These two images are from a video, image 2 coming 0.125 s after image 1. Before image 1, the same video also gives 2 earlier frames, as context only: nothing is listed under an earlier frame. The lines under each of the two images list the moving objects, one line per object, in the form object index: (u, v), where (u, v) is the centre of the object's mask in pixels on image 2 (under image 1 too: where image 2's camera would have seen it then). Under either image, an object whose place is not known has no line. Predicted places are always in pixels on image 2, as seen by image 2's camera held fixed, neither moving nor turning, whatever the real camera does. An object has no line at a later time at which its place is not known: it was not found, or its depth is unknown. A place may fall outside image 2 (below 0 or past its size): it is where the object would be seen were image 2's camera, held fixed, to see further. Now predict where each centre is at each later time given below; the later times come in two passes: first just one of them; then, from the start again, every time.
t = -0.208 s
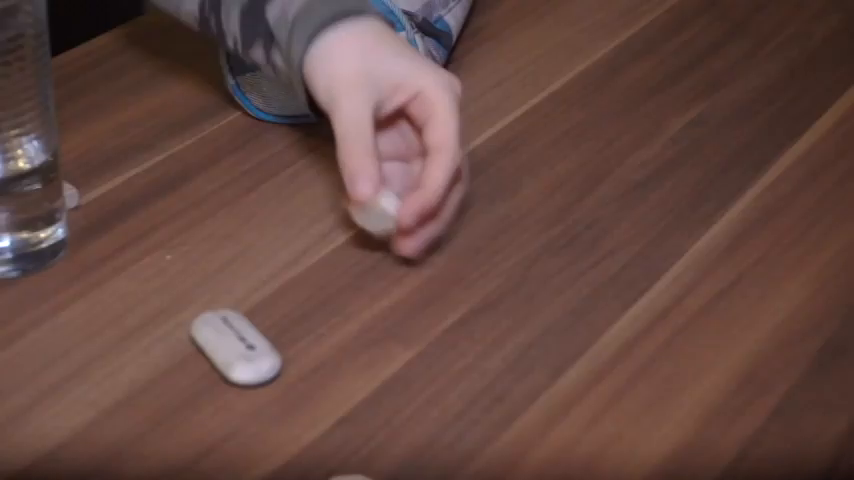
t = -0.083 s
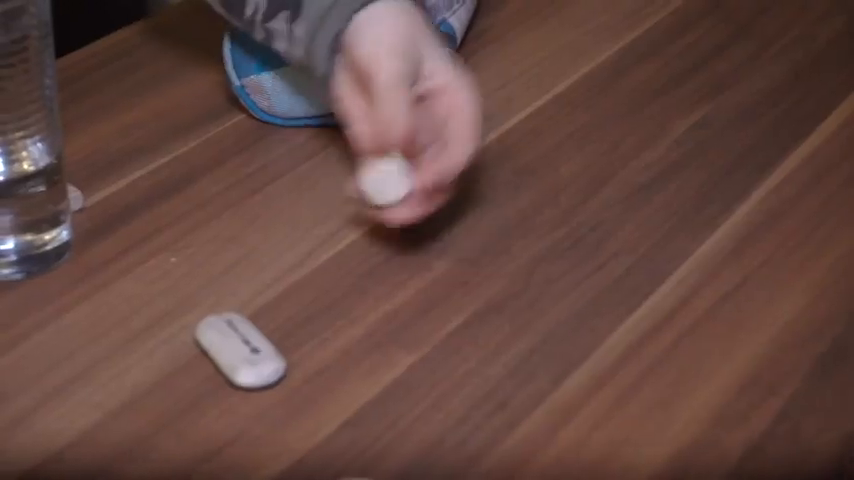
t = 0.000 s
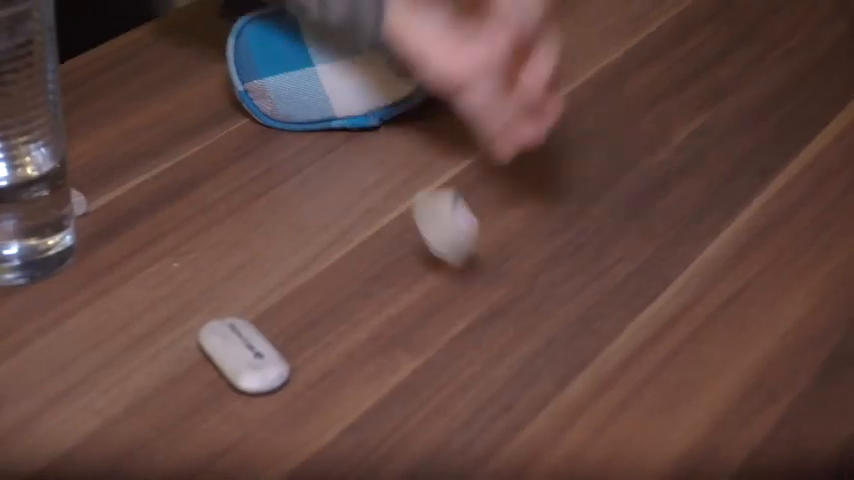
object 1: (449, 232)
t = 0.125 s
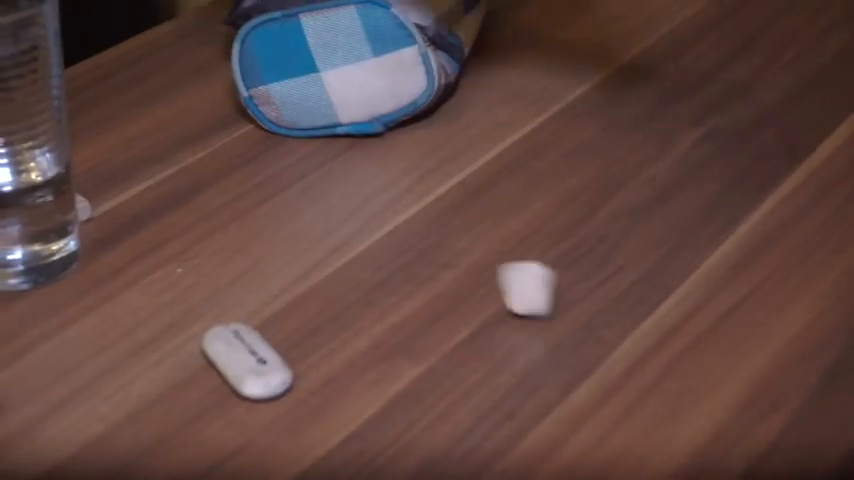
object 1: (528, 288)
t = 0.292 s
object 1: (591, 296)
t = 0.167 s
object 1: (550, 293)
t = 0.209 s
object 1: (567, 303)
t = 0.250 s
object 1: (582, 298)
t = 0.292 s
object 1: (591, 296)
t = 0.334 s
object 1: (600, 294)
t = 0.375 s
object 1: (612, 296)
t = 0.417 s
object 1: (613, 295)
